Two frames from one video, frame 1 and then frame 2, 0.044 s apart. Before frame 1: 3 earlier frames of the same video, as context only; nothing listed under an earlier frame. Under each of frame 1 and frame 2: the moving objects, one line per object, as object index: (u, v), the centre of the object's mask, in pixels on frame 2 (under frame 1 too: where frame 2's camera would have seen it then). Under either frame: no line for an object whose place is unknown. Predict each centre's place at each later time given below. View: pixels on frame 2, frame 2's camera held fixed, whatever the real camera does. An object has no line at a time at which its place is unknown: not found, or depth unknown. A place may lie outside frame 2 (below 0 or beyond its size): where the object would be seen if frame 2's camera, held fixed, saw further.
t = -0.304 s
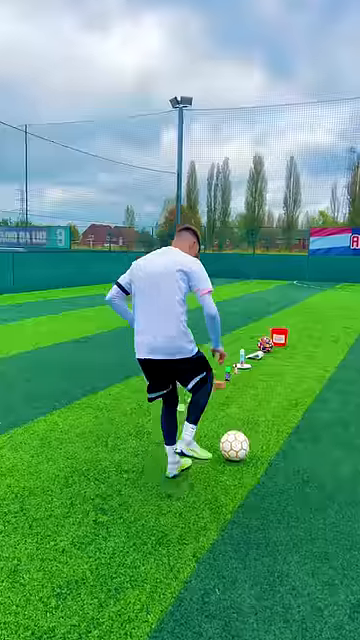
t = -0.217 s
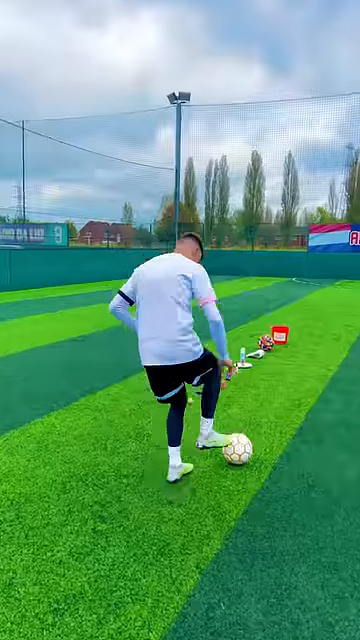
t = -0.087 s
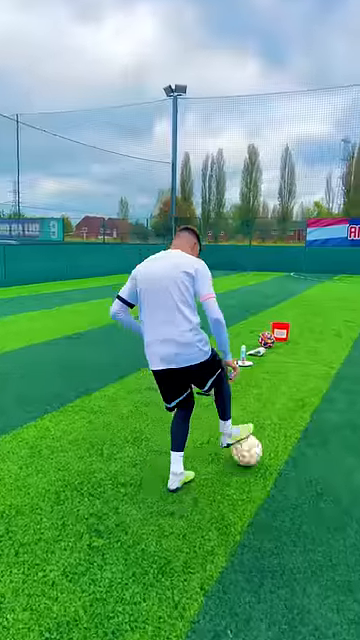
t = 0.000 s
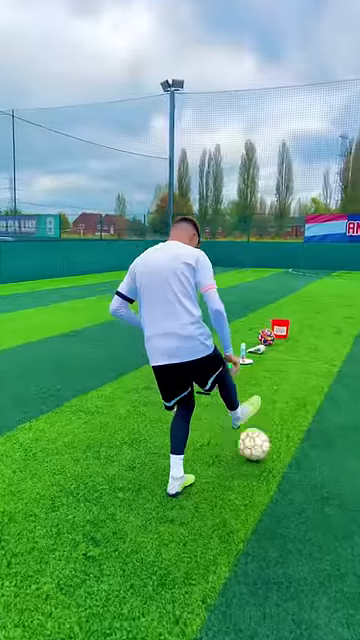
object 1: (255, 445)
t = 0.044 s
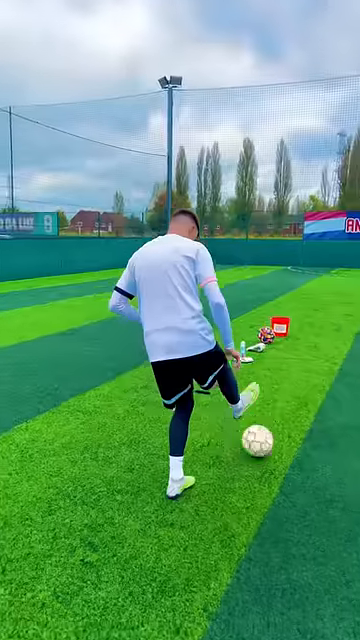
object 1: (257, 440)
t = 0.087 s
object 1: (259, 438)
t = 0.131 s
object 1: (261, 434)
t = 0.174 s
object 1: (263, 432)
